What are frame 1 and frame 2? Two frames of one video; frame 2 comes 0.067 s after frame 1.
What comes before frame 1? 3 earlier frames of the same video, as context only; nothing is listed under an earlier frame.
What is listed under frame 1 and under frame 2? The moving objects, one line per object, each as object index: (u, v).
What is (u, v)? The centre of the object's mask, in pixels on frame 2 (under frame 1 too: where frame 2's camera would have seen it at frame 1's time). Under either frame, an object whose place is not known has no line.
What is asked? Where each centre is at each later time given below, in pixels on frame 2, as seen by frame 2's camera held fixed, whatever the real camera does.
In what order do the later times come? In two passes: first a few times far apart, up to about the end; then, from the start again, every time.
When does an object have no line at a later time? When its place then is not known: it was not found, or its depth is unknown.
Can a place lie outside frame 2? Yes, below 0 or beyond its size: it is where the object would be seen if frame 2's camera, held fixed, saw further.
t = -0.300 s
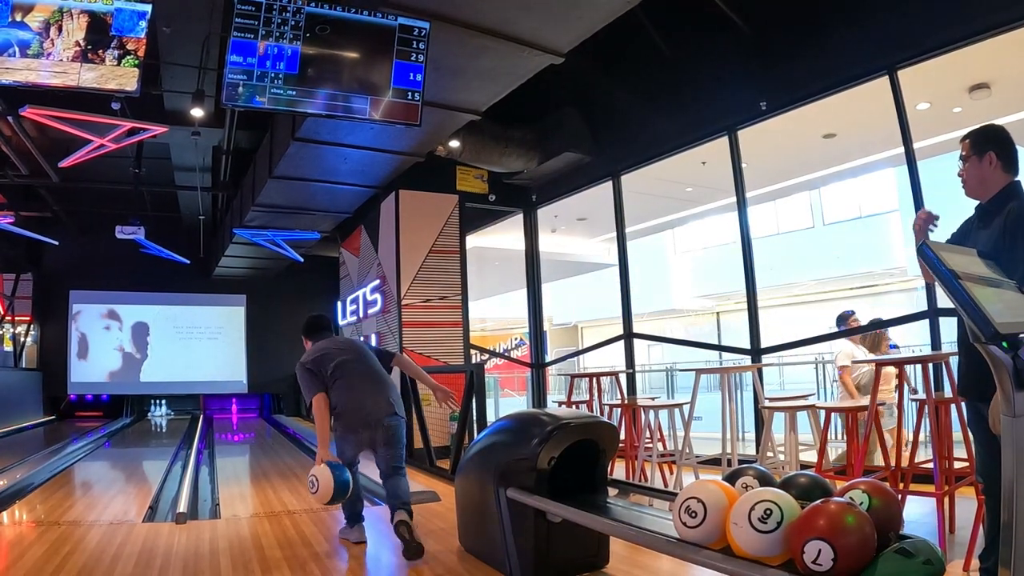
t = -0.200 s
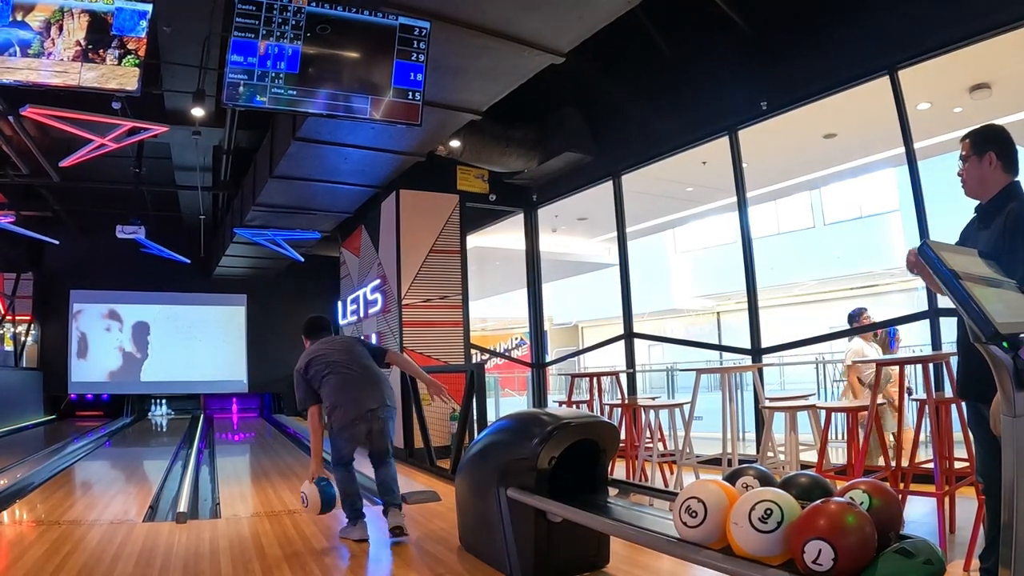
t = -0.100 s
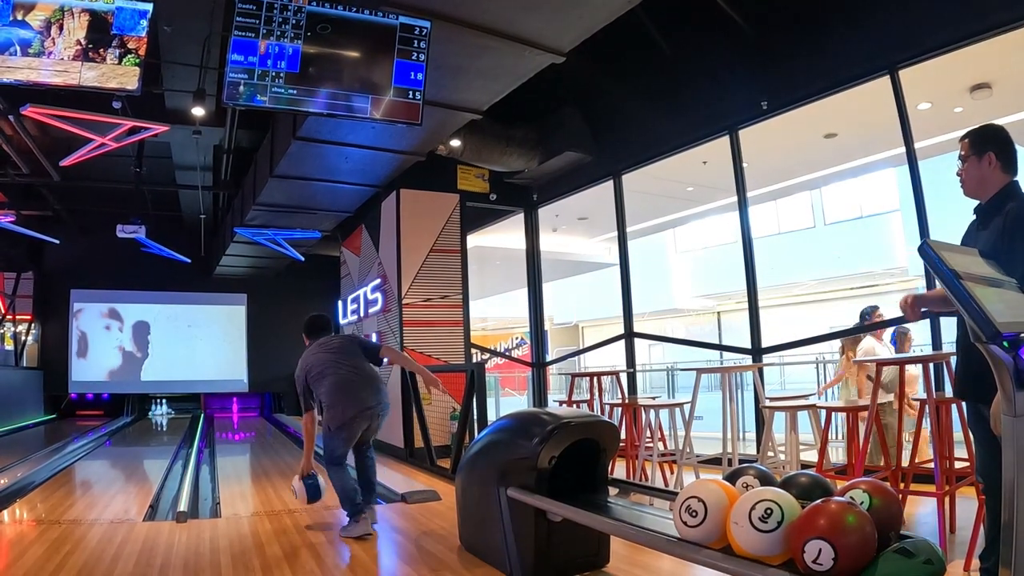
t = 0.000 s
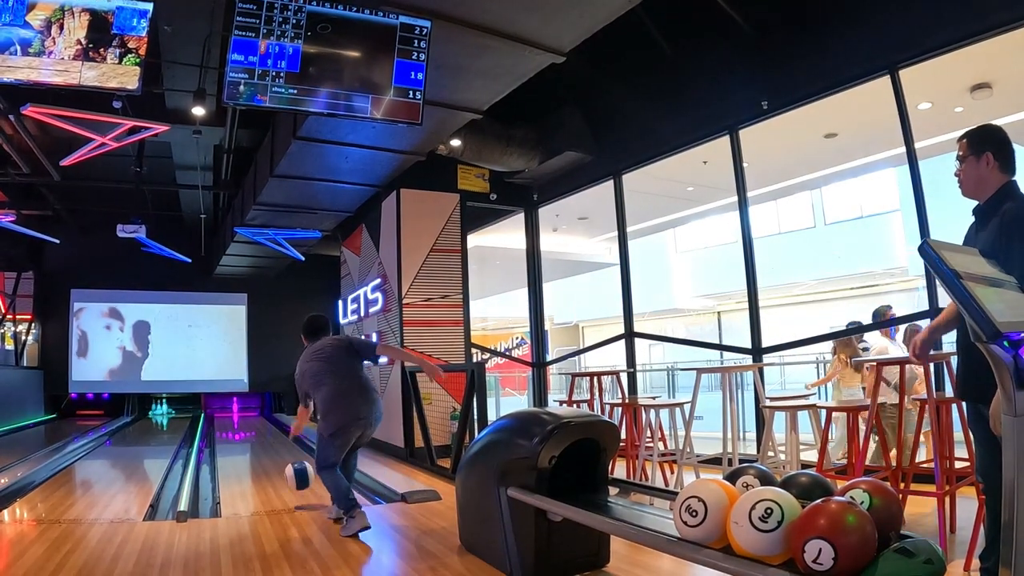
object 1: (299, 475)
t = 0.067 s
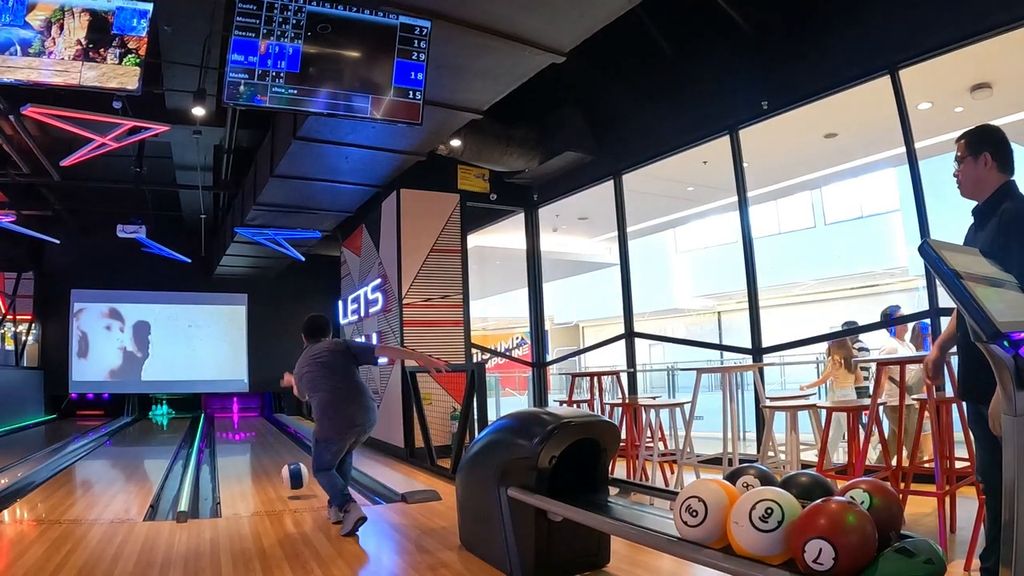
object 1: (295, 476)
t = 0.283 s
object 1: (283, 463)
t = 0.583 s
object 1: (273, 446)
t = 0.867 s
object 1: (267, 436)
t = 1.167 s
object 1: (264, 429)
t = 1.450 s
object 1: (263, 424)
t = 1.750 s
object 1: (261, 420)
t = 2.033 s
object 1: (260, 417)
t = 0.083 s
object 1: (294, 477)
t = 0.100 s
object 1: (292, 478)
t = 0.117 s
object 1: (292, 478)
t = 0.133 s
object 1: (290, 476)
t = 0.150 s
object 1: (289, 474)
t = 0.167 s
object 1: (288, 472)
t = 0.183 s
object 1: (288, 471)
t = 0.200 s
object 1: (286, 470)
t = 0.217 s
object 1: (286, 469)
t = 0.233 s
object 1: (285, 467)
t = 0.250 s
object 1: (284, 466)
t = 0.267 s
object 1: (283, 465)
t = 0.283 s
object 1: (283, 463)
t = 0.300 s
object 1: (282, 462)
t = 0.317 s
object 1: (281, 461)
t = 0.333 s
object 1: (280, 460)
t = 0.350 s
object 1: (280, 458)
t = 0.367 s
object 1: (279, 458)
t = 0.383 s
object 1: (278, 457)
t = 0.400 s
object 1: (278, 455)
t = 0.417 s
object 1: (277, 454)
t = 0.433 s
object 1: (277, 453)
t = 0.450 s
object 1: (276, 452)
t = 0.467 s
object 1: (276, 451)
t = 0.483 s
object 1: (275, 451)
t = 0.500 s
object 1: (275, 450)
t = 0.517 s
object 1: (274, 449)
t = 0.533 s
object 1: (274, 448)
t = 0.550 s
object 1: (273, 447)
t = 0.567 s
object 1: (273, 446)
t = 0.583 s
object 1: (273, 446)
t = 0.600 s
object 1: (272, 445)
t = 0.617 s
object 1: (272, 444)
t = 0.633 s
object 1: (272, 444)
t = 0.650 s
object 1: (271, 443)
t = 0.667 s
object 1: (271, 442)
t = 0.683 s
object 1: (270, 442)
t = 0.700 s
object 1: (270, 441)
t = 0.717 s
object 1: (270, 440)
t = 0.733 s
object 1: (269, 440)
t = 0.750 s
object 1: (269, 439)
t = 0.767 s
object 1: (269, 439)
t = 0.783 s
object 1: (269, 438)
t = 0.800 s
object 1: (269, 438)
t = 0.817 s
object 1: (268, 437)
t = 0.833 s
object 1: (268, 437)
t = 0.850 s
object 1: (267, 436)
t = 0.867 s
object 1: (267, 436)
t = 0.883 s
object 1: (267, 435)
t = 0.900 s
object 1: (267, 435)
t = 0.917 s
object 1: (267, 435)
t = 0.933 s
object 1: (267, 434)
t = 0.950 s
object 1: (266, 433)
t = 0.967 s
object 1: (266, 433)
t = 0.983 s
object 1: (266, 432)
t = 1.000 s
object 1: (266, 432)
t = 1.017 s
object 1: (266, 432)
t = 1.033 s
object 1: (265, 432)
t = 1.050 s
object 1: (265, 431)
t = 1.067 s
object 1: (265, 431)
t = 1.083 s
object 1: (265, 430)
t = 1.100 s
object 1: (265, 430)
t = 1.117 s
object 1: (265, 430)
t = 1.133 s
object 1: (264, 429)
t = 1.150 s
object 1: (264, 429)
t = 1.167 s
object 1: (264, 429)
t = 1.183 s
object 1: (264, 428)
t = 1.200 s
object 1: (264, 428)
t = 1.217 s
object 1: (264, 428)
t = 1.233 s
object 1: (264, 428)
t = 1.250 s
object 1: (264, 427)
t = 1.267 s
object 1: (264, 427)
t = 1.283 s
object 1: (263, 427)
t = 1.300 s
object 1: (263, 426)
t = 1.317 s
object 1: (263, 426)
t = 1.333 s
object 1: (263, 426)
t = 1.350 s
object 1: (263, 425)
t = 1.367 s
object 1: (263, 425)
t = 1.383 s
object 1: (263, 425)
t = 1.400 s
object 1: (263, 424)
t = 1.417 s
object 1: (263, 424)
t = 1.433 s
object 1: (262, 424)
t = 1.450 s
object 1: (263, 424)
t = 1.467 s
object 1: (262, 424)
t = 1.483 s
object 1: (262, 423)
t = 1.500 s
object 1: (262, 423)
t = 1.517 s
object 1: (262, 423)
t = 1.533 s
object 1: (262, 423)
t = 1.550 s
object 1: (262, 422)
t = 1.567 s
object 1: (262, 422)
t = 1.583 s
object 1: (262, 422)
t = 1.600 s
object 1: (262, 422)
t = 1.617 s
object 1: (262, 421)
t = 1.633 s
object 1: (262, 421)
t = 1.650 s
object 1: (262, 421)
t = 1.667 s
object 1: (262, 421)
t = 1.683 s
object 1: (261, 421)
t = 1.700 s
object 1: (261, 421)
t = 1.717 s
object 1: (261, 420)
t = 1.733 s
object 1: (261, 420)
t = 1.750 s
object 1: (261, 420)
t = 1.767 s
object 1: (261, 420)
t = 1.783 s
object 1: (261, 419)
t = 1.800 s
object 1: (261, 419)
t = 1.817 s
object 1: (261, 419)
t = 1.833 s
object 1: (261, 419)
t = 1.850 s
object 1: (261, 419)
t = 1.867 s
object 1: (261, 419)
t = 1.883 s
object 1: (261, 418)
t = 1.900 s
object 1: (261, 418)
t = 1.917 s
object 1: (260, 418)
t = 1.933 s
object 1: (260, 417)
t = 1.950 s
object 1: (260, 417)
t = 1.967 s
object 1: (261, 417)
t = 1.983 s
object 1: (261, 417)
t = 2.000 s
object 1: (260, 417)
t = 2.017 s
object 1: (260, 417)
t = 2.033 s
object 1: (260, 417)
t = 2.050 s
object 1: (260, 416)
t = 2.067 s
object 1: (260, 416)
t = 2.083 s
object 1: (260, 416)
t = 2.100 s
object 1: (260, 416)
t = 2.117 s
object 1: (260, 416)
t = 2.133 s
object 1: (260, 416)
